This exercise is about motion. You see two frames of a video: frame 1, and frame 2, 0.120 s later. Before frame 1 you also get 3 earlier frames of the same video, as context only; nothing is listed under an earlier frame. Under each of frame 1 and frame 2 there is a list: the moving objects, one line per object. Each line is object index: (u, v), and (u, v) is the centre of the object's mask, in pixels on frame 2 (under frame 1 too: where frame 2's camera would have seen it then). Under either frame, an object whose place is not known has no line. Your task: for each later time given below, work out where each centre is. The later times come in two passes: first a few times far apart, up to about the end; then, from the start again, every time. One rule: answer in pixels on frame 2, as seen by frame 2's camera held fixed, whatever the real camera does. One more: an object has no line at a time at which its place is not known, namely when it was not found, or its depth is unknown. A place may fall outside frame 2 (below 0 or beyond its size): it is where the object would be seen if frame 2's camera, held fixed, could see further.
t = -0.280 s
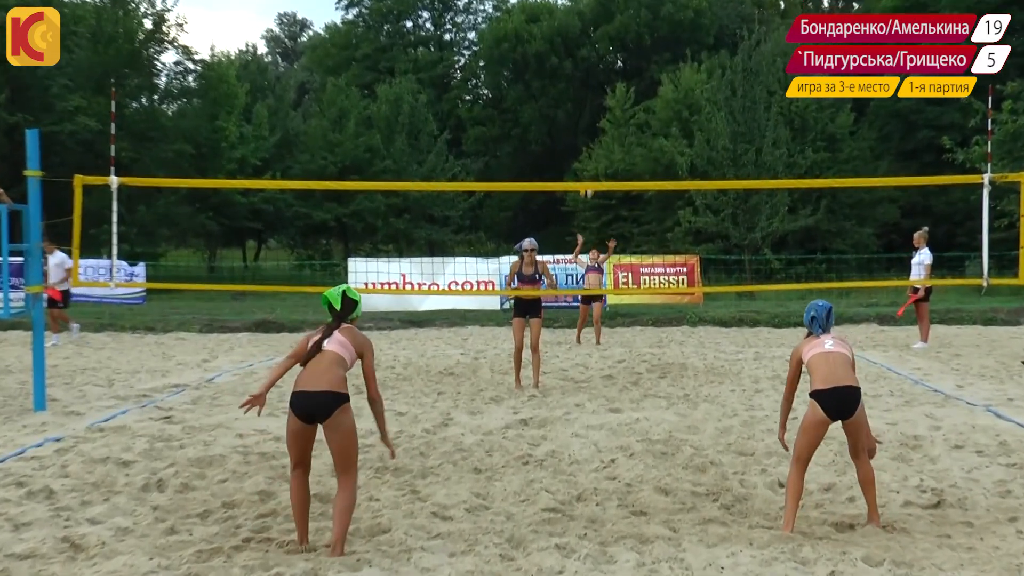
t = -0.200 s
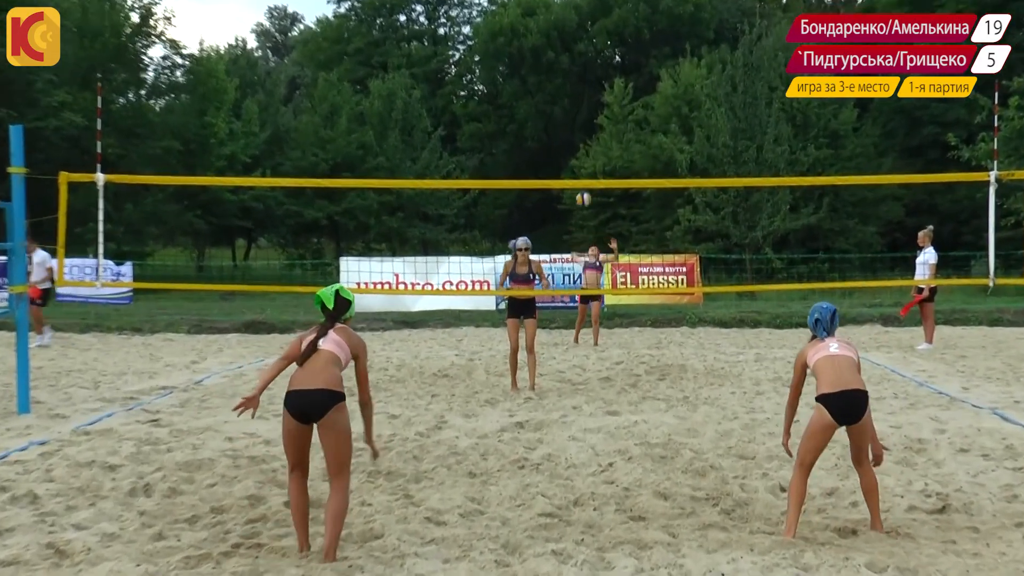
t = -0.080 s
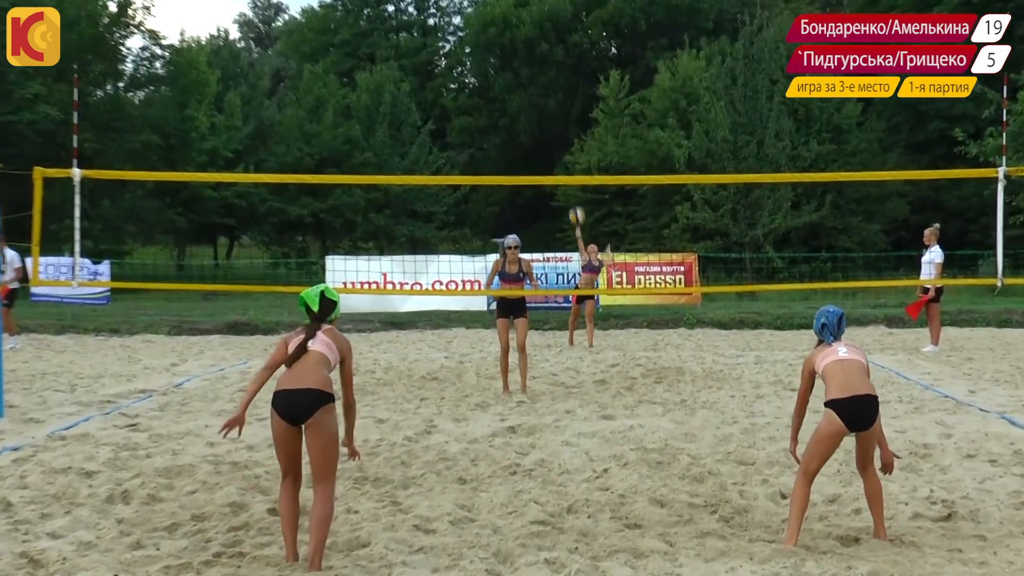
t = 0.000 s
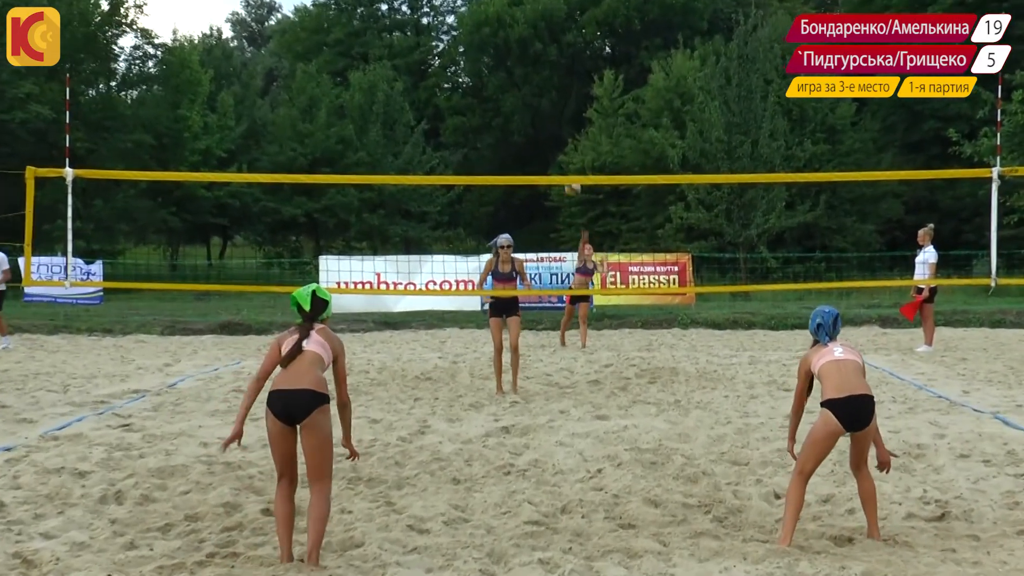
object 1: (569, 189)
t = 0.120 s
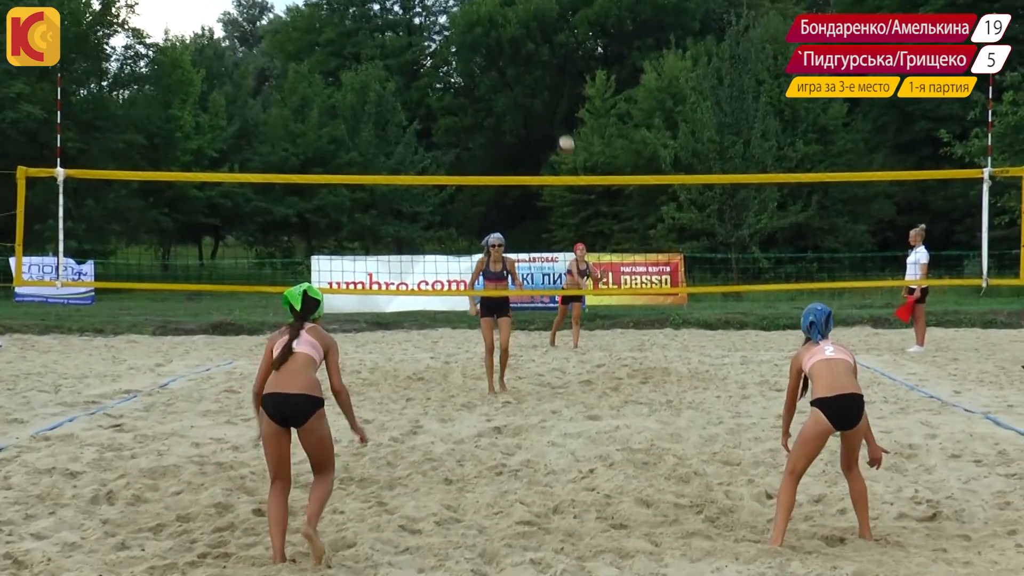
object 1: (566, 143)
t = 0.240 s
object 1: (562, 108)
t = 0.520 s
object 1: (546, 65)
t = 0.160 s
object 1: (565, 130)
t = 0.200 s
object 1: (563, 120)
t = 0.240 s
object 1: (562, 108)
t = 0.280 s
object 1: (559, 97)
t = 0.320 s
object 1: (558, 89)
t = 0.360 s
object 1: (556, 82)
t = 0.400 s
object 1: (554, 75)
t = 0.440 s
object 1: (552, 71)
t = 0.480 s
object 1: (549, 67)
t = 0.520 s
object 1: (546, 65)
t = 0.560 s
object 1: (543, 63)
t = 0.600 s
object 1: (538, 63)
